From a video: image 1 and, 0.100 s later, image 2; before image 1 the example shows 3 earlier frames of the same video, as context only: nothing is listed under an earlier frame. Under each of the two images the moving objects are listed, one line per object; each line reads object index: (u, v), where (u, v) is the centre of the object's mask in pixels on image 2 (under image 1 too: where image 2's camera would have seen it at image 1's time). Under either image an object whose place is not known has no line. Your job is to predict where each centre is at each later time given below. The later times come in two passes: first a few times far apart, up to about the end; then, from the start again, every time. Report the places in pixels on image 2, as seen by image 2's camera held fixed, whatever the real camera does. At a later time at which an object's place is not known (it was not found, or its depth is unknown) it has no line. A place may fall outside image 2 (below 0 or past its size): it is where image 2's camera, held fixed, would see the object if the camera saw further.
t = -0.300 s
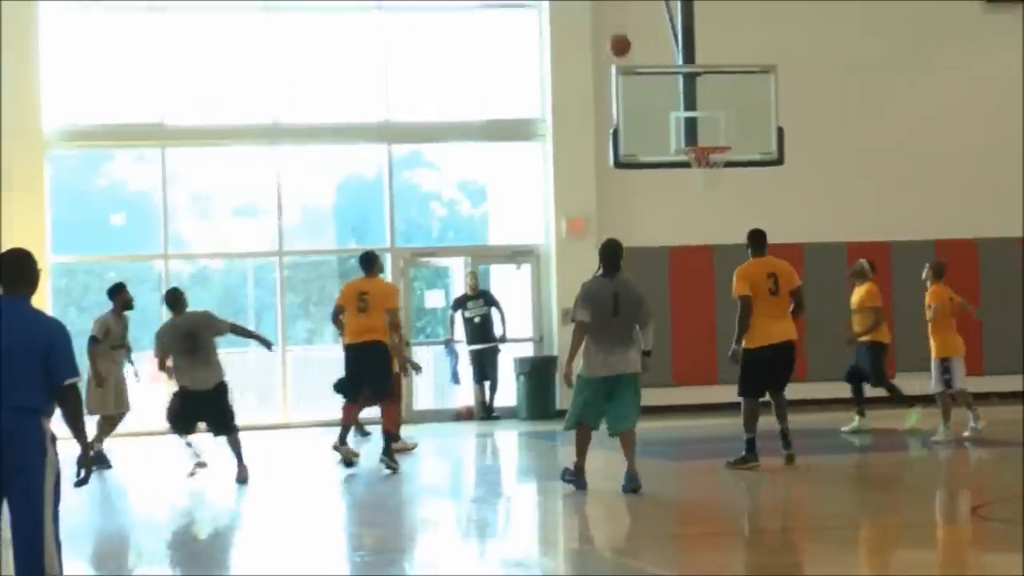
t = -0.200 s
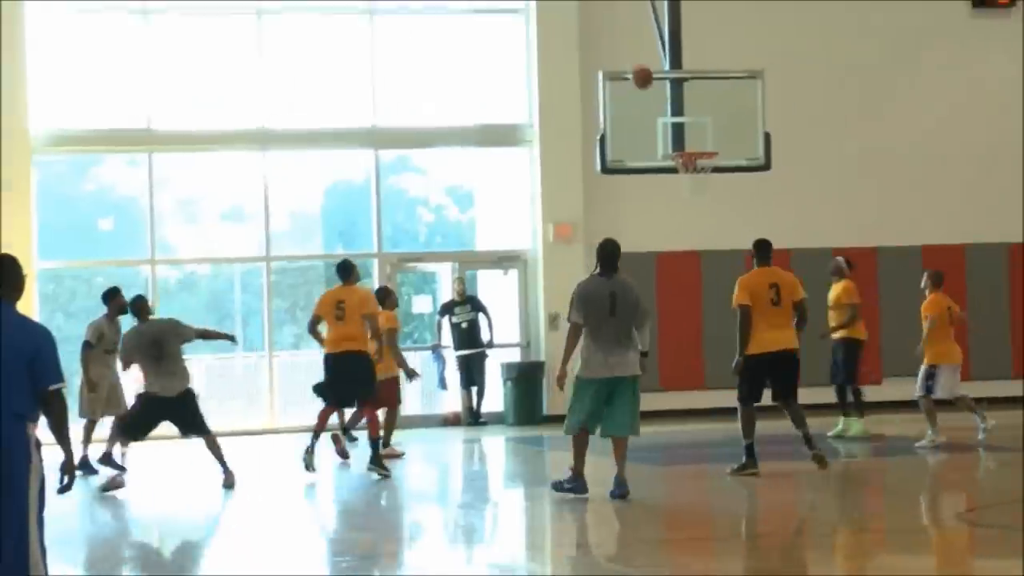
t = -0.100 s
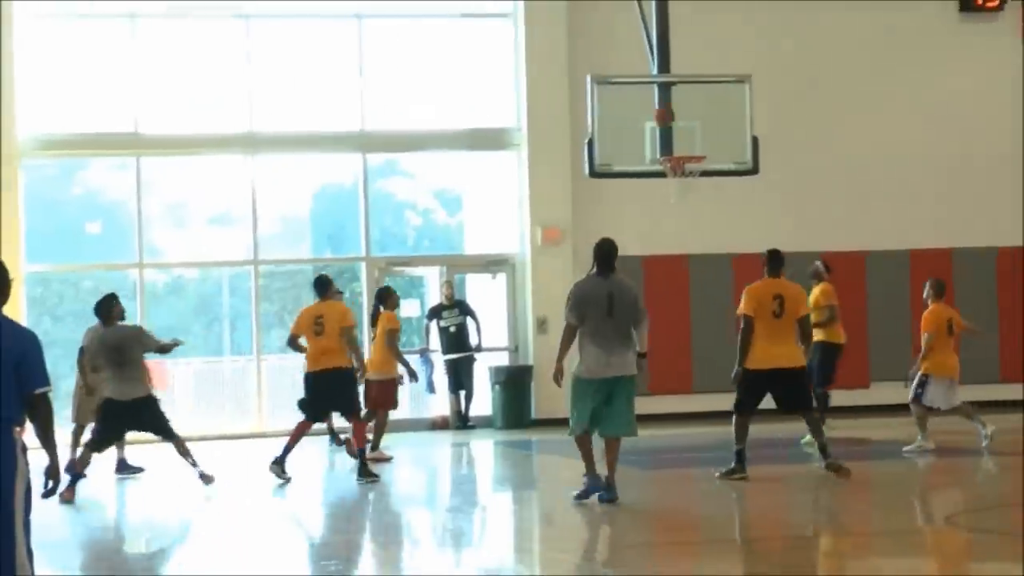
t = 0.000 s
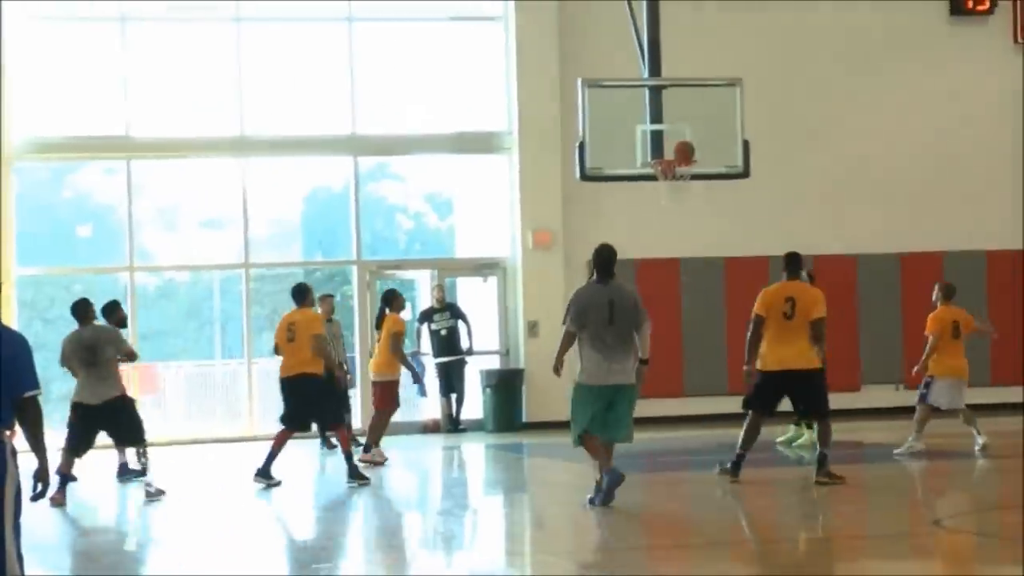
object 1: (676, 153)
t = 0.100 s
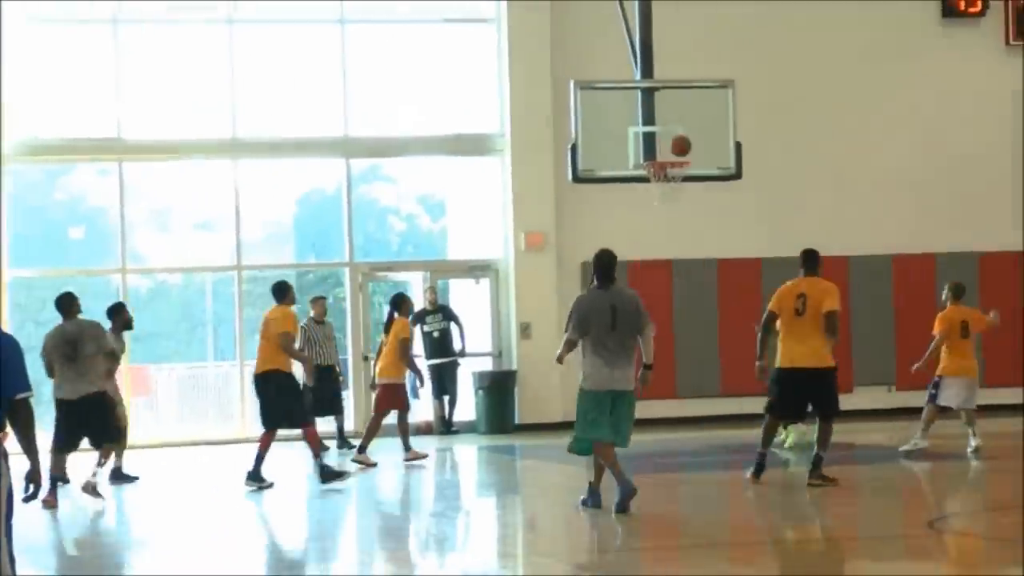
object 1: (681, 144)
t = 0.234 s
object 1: (681, 131)
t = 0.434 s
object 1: (686, 136)
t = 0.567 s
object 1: (690, 160)
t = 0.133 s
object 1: (680, 141)
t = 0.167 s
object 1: (680, 137)
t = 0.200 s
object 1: (680, 134)
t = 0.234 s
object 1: (681, 131)
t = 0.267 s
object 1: (681, 129)
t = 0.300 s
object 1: (683, 129)
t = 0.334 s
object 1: (683, 129)
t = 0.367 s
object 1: (684, 130)
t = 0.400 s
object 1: (685, 132)
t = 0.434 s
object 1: (686, 136)
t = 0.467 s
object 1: (687, 140)
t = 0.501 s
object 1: (688, 146)
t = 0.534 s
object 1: (689, 153)
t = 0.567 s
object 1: (690, 160)
